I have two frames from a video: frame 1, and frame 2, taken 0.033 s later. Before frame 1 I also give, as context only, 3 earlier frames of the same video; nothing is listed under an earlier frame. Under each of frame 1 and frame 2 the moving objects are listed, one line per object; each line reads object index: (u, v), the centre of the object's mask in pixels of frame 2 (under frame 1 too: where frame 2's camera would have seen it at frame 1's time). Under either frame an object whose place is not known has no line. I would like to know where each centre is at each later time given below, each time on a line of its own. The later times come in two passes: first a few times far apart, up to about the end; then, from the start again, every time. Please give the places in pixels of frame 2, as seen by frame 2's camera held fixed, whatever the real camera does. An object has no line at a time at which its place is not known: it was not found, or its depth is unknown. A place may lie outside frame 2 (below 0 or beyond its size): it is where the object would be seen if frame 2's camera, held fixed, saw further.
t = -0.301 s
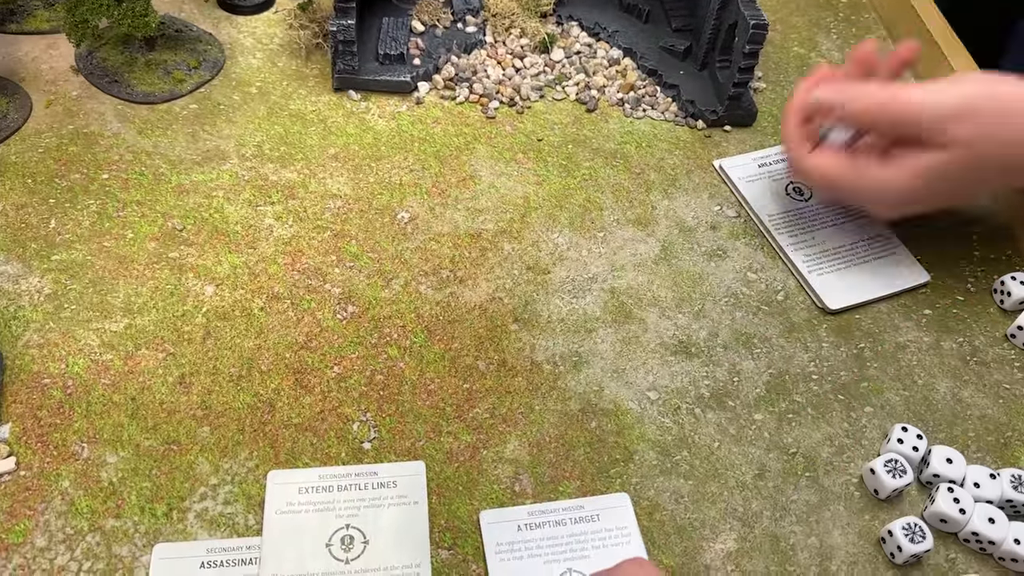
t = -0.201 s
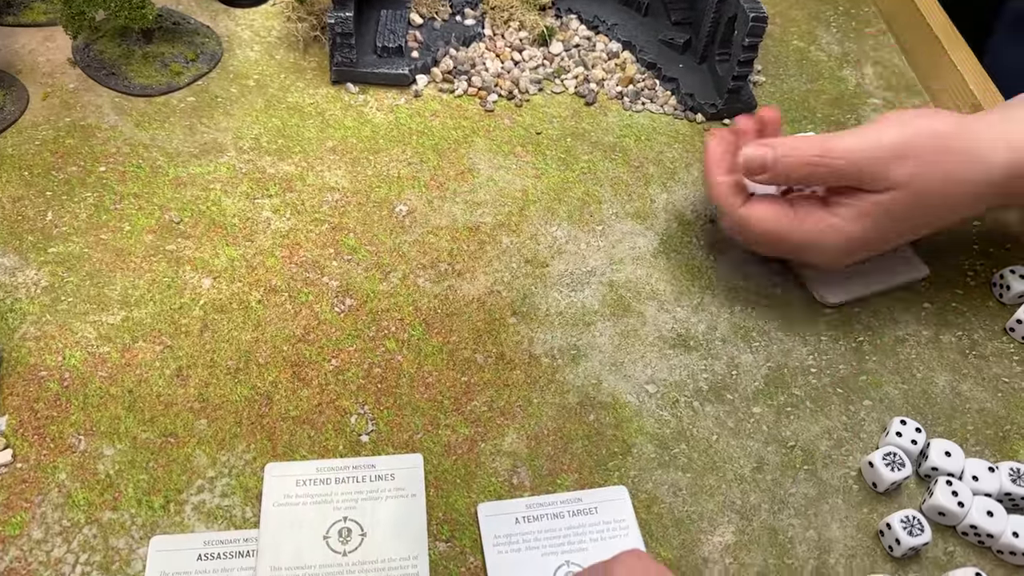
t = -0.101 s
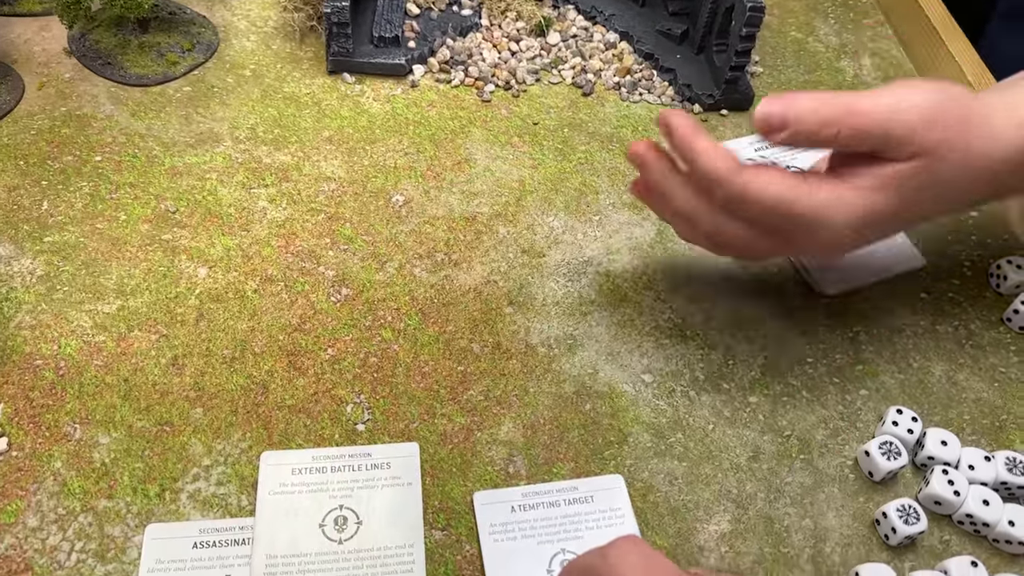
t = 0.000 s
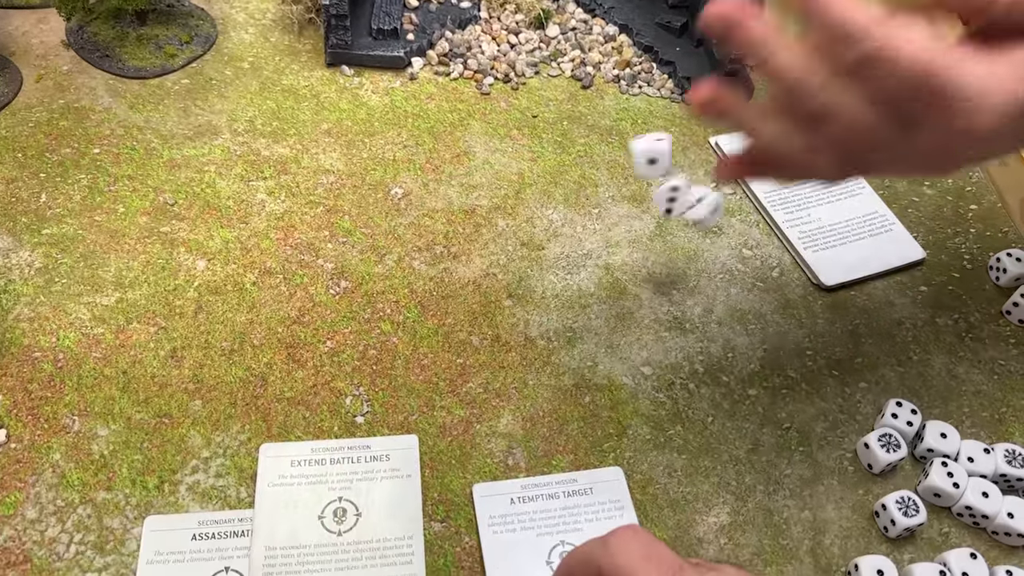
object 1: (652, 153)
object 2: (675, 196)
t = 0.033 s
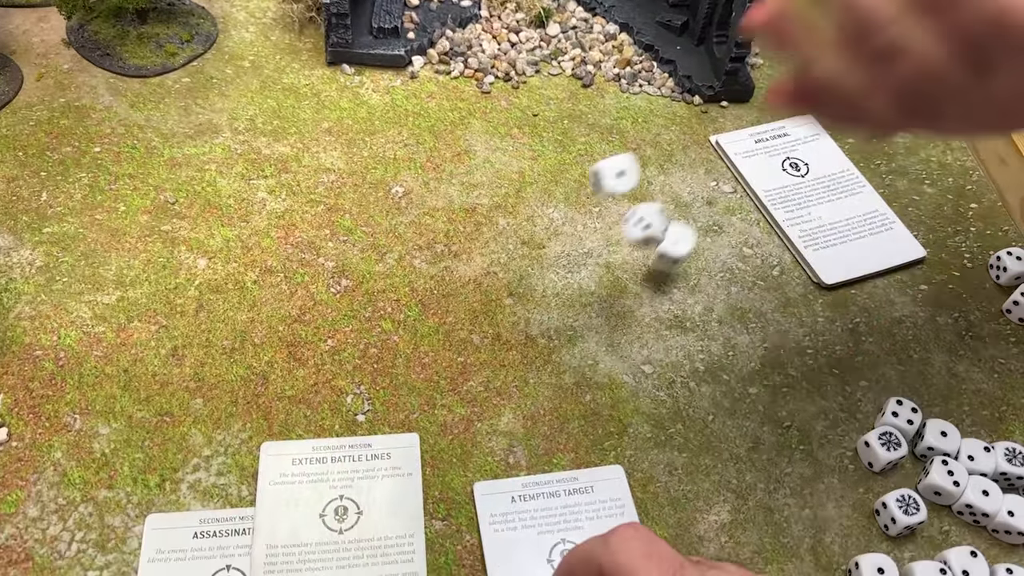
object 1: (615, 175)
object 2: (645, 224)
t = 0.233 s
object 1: (474, 264)
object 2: (686, 281)
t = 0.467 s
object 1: (415, 199)
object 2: (706, 298)
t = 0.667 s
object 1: (404, 164)
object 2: (705, 298)
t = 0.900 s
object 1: (412, 160)
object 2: (704, 299)
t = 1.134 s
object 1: (413, 161)
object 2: (705, 300)
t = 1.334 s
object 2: (705, 301)
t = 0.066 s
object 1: (574, 213)
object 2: (664, 263)
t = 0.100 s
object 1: (530, 264)
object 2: (670, 266)
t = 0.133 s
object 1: (494, 310)
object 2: (671, 277)
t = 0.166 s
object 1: (491, 283)
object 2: (680, 279)
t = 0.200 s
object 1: (483, 266)
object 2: (684, 280)
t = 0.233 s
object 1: (474, 264)
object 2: (686, 281)
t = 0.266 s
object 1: (464, 276)
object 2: (688, 281)
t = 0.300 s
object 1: (461, 253)
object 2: (692, 284)
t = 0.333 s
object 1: (456, 240)
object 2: (697, 290)
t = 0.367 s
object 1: (448, 228)
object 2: (699, 294)
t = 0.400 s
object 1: (438, 215)
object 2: (701, 297)
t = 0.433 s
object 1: (426, 207)
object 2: (704, 298)
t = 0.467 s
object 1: (415, 199)
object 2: (706, 298)
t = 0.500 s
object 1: (409, 194)
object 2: (706, 298)
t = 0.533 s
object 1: (404, 188)
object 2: (706, 298)
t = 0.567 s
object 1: (400, 182)
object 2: (705, 298)
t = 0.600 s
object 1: (399, 177)
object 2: (705, 298)
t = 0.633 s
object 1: (399, 171)
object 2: (705, 298)
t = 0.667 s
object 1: (404, 164)
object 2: (705, 298)
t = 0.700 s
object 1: (409, 161)
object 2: (705, 299)
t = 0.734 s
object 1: (411, 159)
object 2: (705, 299)
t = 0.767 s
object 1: (411, 159)
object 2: (705, 299)
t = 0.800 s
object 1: (411, 159)
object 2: (705, 299)
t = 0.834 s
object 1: (412, 160)
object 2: (705, 299)
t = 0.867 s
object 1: (412, 160)
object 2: (704, 299)
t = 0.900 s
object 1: (412, 160)
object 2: (704, 299)
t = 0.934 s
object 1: (412, 160)
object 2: (705, 299)
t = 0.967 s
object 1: (412, 160)
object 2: (704, 299)
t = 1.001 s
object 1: (412, 160)
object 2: (704, 299)
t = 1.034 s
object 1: (412, 160)
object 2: (705, 299)
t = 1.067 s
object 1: (412, 161)
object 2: (705, 300)
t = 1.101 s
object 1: (413, 161)
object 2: (705, 300)
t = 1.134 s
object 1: (413, 161)
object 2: (705, 300)
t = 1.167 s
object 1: (413, 161)
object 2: (705, 300)
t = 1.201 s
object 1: (413, 161)
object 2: (705, 300)
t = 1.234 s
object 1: (413, 161)
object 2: (705, 300)
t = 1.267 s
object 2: (705, 300)
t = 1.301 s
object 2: (705, 301)
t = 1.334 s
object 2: (705, 301)
